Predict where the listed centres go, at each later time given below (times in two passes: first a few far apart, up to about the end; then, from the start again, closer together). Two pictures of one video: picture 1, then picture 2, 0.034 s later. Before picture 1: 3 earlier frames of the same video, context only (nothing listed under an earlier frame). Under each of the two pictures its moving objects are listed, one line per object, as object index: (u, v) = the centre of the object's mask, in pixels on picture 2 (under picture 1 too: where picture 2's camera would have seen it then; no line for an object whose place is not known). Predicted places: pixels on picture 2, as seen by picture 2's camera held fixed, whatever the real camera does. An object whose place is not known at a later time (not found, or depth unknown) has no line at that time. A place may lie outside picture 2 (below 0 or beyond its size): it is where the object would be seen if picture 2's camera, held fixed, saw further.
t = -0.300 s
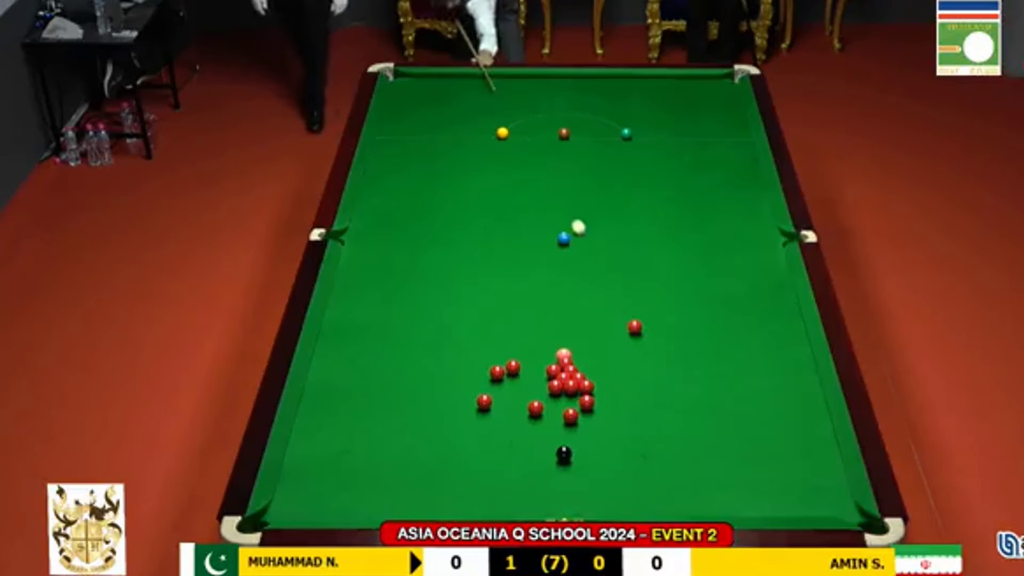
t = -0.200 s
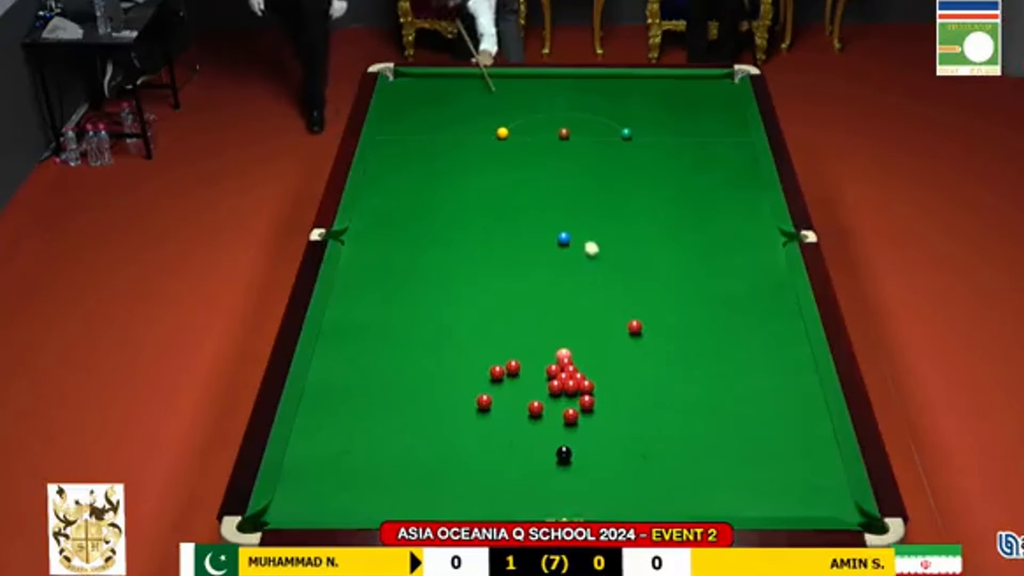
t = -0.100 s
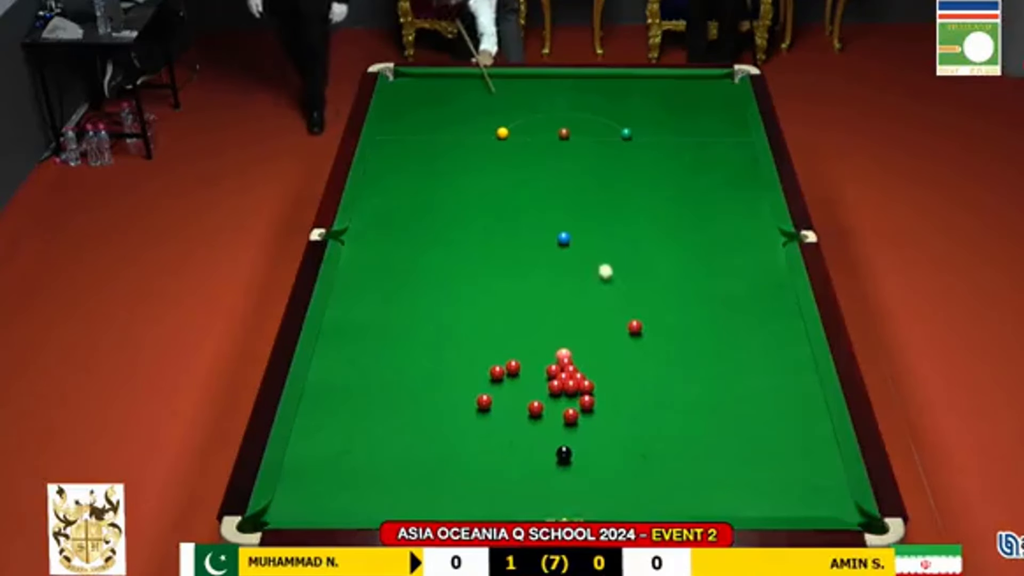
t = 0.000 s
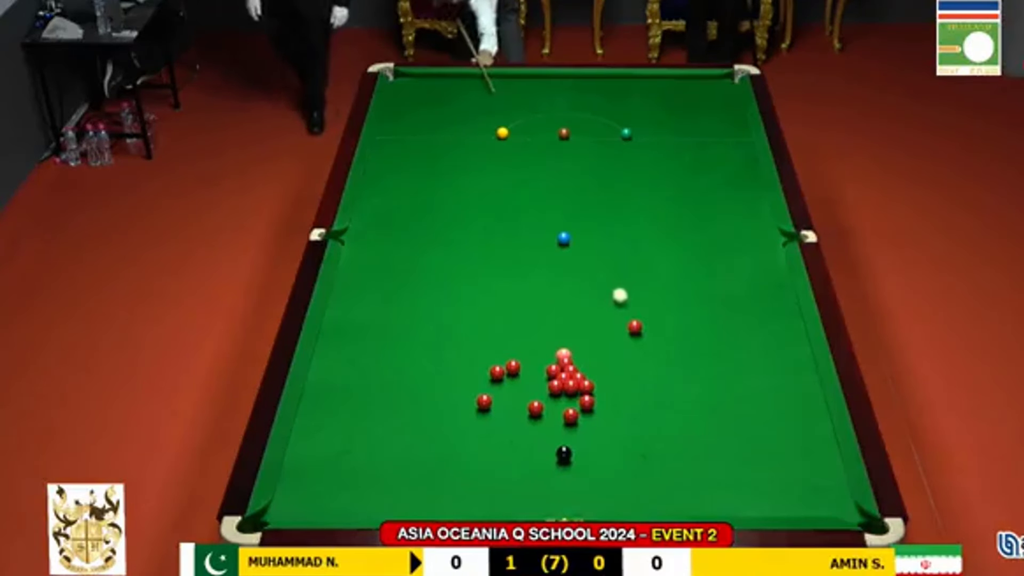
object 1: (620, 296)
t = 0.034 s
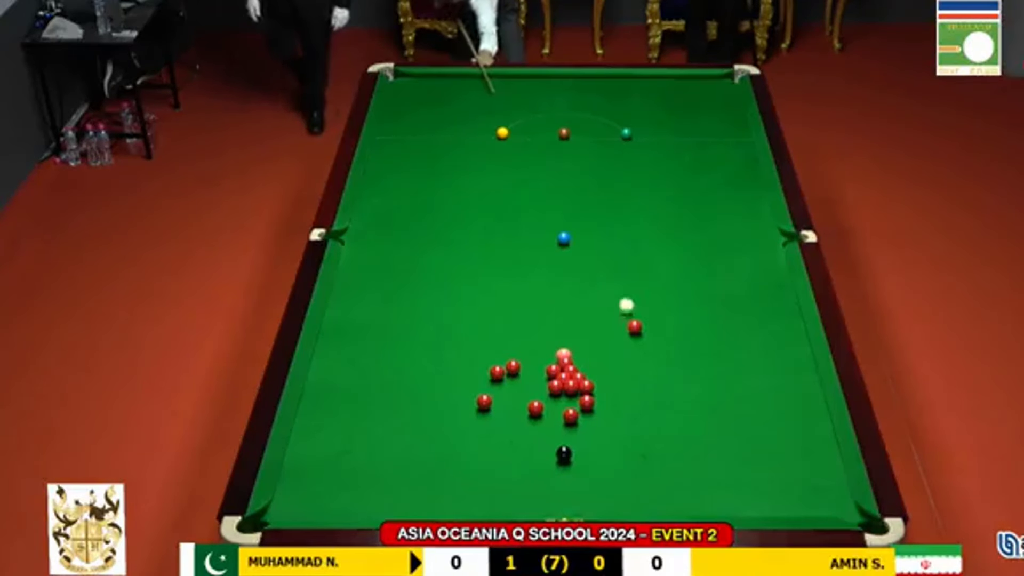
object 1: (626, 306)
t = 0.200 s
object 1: (649, 322)
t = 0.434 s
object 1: (683, 336)
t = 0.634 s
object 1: (711, 350)
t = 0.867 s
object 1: (746, 367)
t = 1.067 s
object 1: (774, 381)
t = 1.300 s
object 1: (806, 397)
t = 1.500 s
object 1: (811, 410)
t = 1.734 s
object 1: (799, 423)
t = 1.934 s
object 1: (788, 433)
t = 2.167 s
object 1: (776, 446)
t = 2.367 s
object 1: (766, 456)
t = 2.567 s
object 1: (757, 465)
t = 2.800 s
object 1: (746, 476)
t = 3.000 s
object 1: (738, 485)
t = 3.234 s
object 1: (728, 495)
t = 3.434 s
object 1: (719, 503)
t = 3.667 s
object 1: (711, 510)
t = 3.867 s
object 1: (704, 509)
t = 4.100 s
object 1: (698, 506)
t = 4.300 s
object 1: (694, 504)
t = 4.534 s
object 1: (690, 502)
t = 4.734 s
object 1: (687, 500)
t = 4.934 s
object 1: (686, 499)
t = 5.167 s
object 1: (684, 498)
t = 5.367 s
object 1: (684, 498)
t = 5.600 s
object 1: (685, 498)
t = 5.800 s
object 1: (685, 498)
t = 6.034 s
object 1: (685, 497)
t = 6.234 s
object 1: (684, 497)
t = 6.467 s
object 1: (684, 498)
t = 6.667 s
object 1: (684, 498)
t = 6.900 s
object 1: (684, 498)
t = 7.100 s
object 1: (684, 498)
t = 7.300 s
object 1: (684, 498)
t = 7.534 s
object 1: (684, 498)
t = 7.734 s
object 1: (684, 498)
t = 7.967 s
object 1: (685, 498)
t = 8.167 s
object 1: (685, 498)
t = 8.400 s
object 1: (684, 498)
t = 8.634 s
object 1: (684, 498)
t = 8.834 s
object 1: (684, 498)
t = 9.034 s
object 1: (684, 498)
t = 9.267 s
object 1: (684, 497)
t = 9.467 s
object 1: (684, 497)
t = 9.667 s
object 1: (684, 497)
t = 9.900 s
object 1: (684, 497)
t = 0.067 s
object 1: (632, 315)
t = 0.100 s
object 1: (635, 318)
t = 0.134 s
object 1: (641, 320)
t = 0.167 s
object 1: (646, 321)
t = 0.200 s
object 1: (649, 322)
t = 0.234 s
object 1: (655, 323)
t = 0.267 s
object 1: (661, 325)
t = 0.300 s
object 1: (663, 326)
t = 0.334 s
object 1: (669, 329)
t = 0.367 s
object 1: (674, 332)
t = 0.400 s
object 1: (677, 333)
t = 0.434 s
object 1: (683, 336)
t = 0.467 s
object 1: (688, 339)
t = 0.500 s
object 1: (692, 340)
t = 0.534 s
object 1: (697, 343)
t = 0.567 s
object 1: (703, 346)
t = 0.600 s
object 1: (706, 347)
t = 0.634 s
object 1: (711, 350)
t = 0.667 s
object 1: (717, 353)
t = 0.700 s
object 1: (720, 354)
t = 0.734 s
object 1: (726, 357)
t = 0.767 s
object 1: (731, 360)
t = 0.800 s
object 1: (734, 361)
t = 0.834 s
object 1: (740, 364)
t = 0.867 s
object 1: (746, 367)
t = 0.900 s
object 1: (749, 369)
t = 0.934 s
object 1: (754, 371)
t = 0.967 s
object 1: (760, 374)
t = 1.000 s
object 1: (763, 376)
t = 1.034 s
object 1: (769, 378)
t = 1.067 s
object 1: (774, 381)
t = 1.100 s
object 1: (778, 383)
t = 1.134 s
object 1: (783, 386)
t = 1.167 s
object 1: (789, 389)
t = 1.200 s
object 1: (792, 390)
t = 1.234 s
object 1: (797, 392)
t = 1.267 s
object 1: (803, 396)
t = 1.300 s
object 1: (806, 397)
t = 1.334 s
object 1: (812, 400)
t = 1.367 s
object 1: (817, 403)
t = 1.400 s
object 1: (818, 404)
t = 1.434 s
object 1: (815, 406)
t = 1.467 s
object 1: (812, 408)
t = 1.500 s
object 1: (811, 410)
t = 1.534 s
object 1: (809, 412)
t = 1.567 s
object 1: (807, 414)
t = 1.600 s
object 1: (806, 415)
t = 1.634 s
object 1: (804, 417)
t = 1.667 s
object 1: (802, 420)
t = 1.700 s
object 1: (801, 421)
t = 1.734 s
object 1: (799, 423)
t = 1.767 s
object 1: (796, 425)
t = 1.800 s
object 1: (796, 426)
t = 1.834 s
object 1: (793, 428)
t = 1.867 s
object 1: (791, 430)
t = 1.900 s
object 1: (790, 431)
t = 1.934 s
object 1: (788, 433)
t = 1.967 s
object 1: (786, 435)
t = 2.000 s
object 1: (785, 436)
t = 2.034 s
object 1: (783, 438)
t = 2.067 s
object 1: (781, 440)
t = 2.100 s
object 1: (780, 442)
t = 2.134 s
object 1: (778, 444)
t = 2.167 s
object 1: (776, 446)
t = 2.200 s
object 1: (775, 446)
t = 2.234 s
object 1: (773, 449)
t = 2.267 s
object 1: (771, 451)
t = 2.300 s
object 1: (770, 452)
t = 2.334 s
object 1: (768, 454)
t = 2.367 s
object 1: (766, 456)
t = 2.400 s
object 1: (765, 456)
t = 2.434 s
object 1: (763, 458)
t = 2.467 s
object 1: (761, 461)
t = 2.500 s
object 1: (760, 461)
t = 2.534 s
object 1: (758, 463)
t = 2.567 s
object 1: (757, 465)
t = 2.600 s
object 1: (756, 466)
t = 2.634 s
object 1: (754, 468)
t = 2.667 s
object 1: (752, 470)
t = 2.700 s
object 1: (751, 471)
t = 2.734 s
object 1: (749, 473)
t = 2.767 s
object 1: (748, 475)
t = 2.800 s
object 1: (746, 476)
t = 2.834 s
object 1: (745, 477)
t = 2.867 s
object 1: (743, 479)
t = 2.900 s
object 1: (742, 480)
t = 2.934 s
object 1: (740, 482)
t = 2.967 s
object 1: (739, 484)
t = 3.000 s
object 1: (738, 485)
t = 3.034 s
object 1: (736, 487)
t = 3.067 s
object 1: (734, 488)
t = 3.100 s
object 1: (734, 489)
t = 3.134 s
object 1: (732, 491)
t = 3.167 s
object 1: (730, 493)
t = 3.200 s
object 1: (729, 493)
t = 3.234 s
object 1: (728, 495)
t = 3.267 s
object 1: (726, 497)
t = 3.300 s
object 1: (725, 498)
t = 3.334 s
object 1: (723, 499)
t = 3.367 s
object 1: (722, 501)
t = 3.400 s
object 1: (721, 501)
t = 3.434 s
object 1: (719, 503)
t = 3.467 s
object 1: (718, 505)
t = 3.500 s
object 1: (717, 505)
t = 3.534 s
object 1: (716, 506)
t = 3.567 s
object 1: (714, 508)
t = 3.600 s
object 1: (713, 508)
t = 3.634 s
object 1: (712, 509)
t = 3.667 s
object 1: (711, 510)
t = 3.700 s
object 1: (710, 511)
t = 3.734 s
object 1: (708, 511)
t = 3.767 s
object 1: (707, 511)
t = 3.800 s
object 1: (706, 511)
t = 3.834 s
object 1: (705, 510)
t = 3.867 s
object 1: (704, 509)
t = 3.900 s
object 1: (703, 509)
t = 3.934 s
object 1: (703, 508)
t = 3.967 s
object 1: (701, 507)
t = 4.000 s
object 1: (701, 507)
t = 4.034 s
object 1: (700, 507)
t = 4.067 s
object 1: (699, 507)
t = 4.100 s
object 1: (698, 506)
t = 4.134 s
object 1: (698, 506)
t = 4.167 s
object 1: (697, 505)
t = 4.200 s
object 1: (696, 505)
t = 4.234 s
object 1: (695, 505)
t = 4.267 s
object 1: (694, 504)
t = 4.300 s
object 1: (694, 504)
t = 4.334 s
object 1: (693, 504)
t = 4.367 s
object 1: (693, 503)
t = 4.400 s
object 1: (692, 503)
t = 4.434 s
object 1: (692, 503)
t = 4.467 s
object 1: (691, 502)
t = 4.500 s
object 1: (691, 502)
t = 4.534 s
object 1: (690, 502)
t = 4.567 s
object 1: (690, 501)
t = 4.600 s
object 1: (689, 501)
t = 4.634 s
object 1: (689, 500)
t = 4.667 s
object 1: (688, 500)
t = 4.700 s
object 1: (688, 500)
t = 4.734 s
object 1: (687, 500)
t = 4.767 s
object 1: (687, 499)
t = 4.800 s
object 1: (687, 499)
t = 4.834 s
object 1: (686, 499)
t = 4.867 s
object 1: (686, 499)
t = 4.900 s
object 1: (686, 499)
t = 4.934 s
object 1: (686, 499)
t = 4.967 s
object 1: (685, 498)
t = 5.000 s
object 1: (685, 498)
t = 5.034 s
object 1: (685, 498)
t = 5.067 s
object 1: (685, 498)
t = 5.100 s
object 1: (685, 498)
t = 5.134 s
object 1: (685, 498)
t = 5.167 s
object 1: (684, 498)
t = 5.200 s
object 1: (684, 498)
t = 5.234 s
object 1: (684, 498)
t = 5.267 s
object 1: (684, 498)
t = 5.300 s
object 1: (684, 498)
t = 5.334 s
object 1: (684, 498)
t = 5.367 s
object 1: (684, 498)
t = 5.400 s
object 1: (684, 498)
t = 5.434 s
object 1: (684, 498)
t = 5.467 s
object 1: (684, 498)
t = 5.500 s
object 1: (684, 498)
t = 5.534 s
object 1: (685, 498)
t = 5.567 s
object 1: (685, 498)
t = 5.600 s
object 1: (685, 498)
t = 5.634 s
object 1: (685, 498)
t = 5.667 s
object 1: (685, 498)
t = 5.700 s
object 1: (685, 498)
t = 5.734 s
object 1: (684, 498)
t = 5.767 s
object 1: (685, 498)
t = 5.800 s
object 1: (685, 498)
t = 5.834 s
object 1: (684, 498)
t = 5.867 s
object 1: (684, 497)
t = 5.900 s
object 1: (685, 497)
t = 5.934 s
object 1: (685, 497)
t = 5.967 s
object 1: (685, 497)
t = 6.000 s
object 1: (684, 497)
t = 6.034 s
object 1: (685, 497)
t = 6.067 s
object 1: (685, 497)
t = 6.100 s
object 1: (685, 497)
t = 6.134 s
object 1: (685, 497)
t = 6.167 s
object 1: (685, 497)
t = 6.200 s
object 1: (684, 497)
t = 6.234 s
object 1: (684, 497)
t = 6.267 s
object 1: (685, 497)
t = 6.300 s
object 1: (684, 498)
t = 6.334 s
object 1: (685, 498)
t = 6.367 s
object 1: (685, 498)
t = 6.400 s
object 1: (684, 498)
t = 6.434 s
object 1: (684, 497)
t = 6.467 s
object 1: (684, 498)
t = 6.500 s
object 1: (684, 498)
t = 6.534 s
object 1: (684, 498)
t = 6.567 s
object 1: (684, 498)
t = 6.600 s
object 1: (684, 498)
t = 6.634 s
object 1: (684, 498)
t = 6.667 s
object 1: (684, 498)
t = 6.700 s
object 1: (684, 498)
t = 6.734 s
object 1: (684, 498)
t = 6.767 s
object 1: (684, 498)
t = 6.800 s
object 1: (684, 498)
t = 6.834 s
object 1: (684, 498)
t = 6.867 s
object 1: (684, 498)
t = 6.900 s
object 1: (684, 498)
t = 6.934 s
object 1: (684, 498)
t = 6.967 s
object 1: (684, 498)
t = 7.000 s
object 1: (684, 498)
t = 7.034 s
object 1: (684, 498)
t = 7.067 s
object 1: (684, 498)
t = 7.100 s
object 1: (684, 498)
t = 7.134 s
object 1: (684, 498)
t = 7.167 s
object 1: (684, 498)
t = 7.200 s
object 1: (684, 498)
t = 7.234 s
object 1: (684, 498)
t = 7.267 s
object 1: (684, 498)
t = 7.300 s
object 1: (684, 498)
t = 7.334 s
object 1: (684, 498)
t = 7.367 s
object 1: (684, 498)
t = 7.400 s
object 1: (684, 498)
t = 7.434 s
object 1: (684, 498)
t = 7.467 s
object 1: (684, 498)
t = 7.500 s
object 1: (685, 498)
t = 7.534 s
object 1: (684, 498)
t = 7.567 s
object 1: (685, 498)
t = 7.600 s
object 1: (684, 498)
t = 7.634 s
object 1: (685, 498)
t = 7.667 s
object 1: (684, 498)
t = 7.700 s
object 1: (684, 498)
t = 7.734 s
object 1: (684, 498)
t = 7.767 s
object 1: (684, 498)
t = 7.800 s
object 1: (684, 498)
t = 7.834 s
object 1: (685, 498)
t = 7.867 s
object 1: (685, 498)
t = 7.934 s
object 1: (685, 498)
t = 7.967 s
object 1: (685, 498)
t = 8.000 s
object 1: (685, 498)
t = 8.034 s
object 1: (685, 498)
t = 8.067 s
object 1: (685, 498)
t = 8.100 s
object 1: (685, 498)
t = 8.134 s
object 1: (685, 498)
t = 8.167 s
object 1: (685, 498)
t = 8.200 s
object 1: (685, 498)
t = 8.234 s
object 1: (685, 498)
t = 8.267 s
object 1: (685, 498)
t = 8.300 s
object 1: (685, 498)
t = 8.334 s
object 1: (684, 498)
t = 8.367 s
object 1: (684, 498)
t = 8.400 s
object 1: (684, 498)
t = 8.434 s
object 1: (684, 498)
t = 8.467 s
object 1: (684, 498)
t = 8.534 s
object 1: (684, 498)
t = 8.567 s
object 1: (684, 498)
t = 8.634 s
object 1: (684, 498)
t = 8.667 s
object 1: (684, 498)
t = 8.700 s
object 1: (684, 498)
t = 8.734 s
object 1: (684, 498)
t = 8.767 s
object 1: (684, 498)
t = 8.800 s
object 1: (684, 498)
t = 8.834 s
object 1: (684, 498)
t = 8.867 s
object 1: (684, 498)
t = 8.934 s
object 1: (684, 498)
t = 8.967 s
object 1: (684, 498)
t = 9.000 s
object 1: (684, 498)
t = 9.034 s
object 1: (684, 498)
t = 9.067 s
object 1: (684, 498)
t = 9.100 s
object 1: (684, 498)
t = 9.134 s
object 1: (684, 497)
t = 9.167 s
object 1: (684, 497)
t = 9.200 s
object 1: (684, 497)
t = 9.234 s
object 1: (684, 497)
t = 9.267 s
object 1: (684, 497)
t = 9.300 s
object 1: (684, 497)
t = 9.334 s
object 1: (684, 497)
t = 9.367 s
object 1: (684, 497)
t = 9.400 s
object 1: (684, 497)
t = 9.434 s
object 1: (684, 497)
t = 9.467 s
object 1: (684, 497)
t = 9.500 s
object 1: (684, 497)
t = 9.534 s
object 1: (684, 497)
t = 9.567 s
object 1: (684, 497)
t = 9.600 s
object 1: (684, 497)
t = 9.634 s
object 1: (684, 497)
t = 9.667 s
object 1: (684, 497)
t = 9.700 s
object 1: (684, 497)
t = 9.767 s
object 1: (684, 497)
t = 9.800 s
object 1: (684, 497)
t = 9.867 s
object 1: (684, 497)
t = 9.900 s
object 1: (684, 497)
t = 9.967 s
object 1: (684, 497)
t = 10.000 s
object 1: (684, 497)
